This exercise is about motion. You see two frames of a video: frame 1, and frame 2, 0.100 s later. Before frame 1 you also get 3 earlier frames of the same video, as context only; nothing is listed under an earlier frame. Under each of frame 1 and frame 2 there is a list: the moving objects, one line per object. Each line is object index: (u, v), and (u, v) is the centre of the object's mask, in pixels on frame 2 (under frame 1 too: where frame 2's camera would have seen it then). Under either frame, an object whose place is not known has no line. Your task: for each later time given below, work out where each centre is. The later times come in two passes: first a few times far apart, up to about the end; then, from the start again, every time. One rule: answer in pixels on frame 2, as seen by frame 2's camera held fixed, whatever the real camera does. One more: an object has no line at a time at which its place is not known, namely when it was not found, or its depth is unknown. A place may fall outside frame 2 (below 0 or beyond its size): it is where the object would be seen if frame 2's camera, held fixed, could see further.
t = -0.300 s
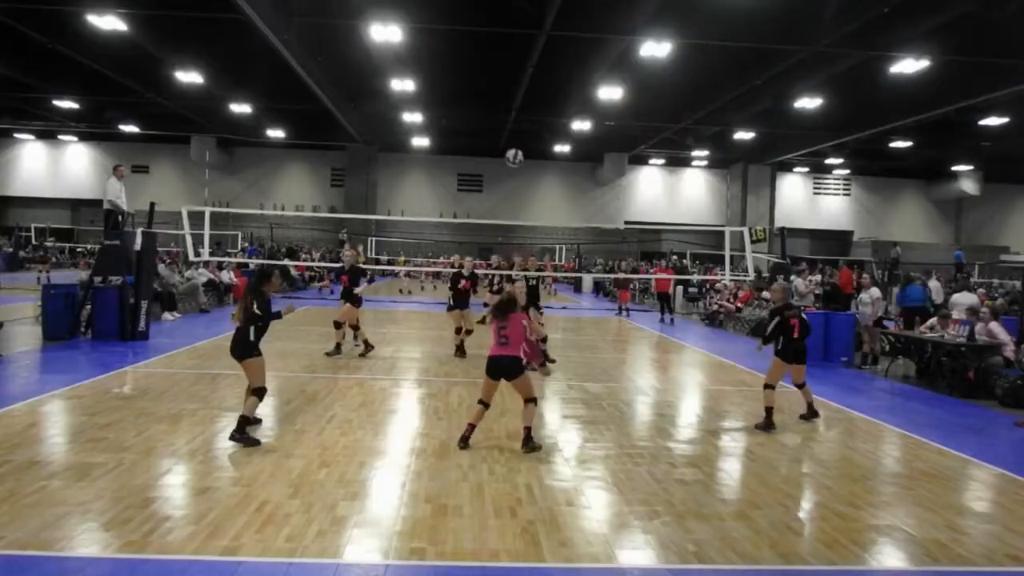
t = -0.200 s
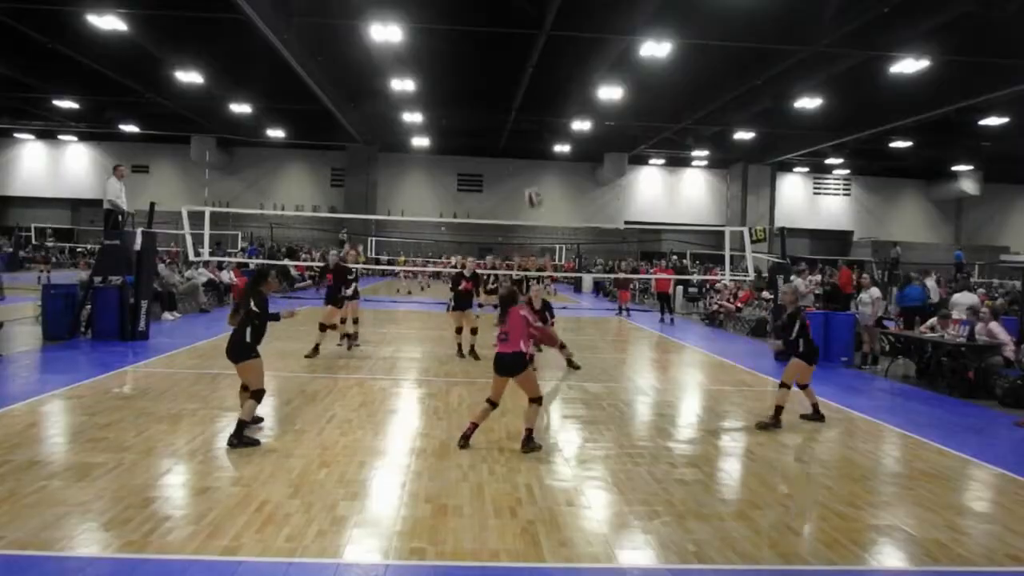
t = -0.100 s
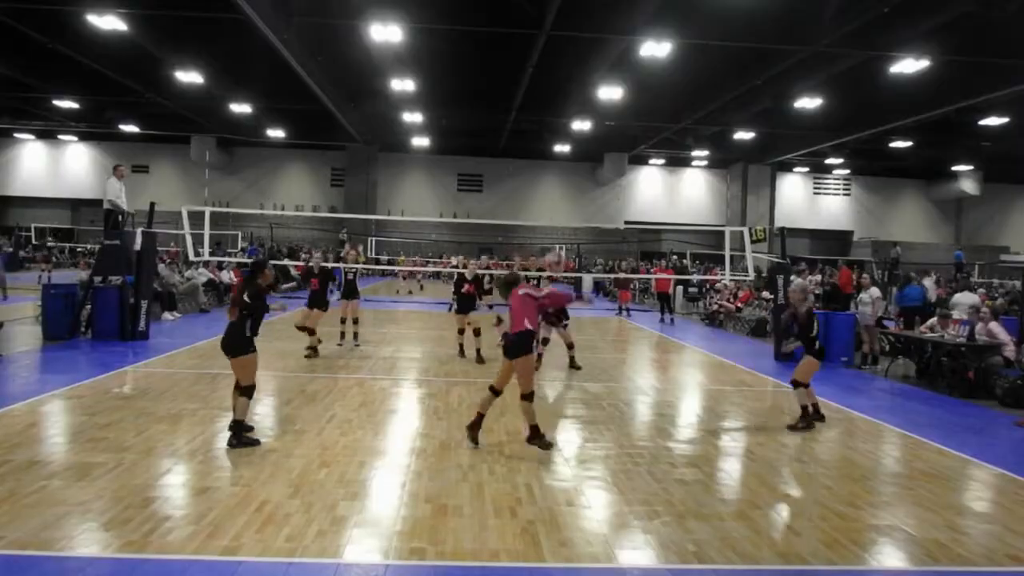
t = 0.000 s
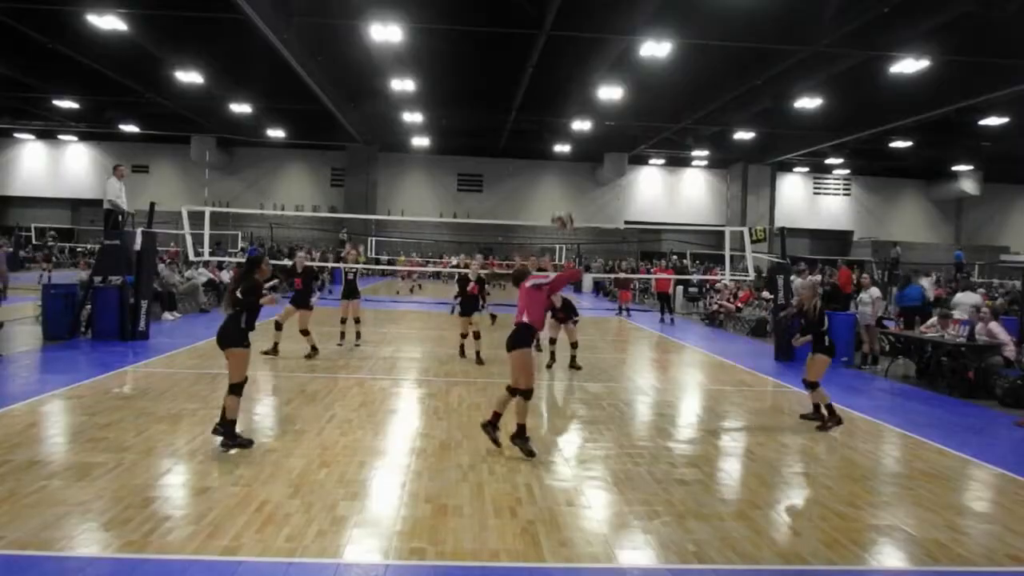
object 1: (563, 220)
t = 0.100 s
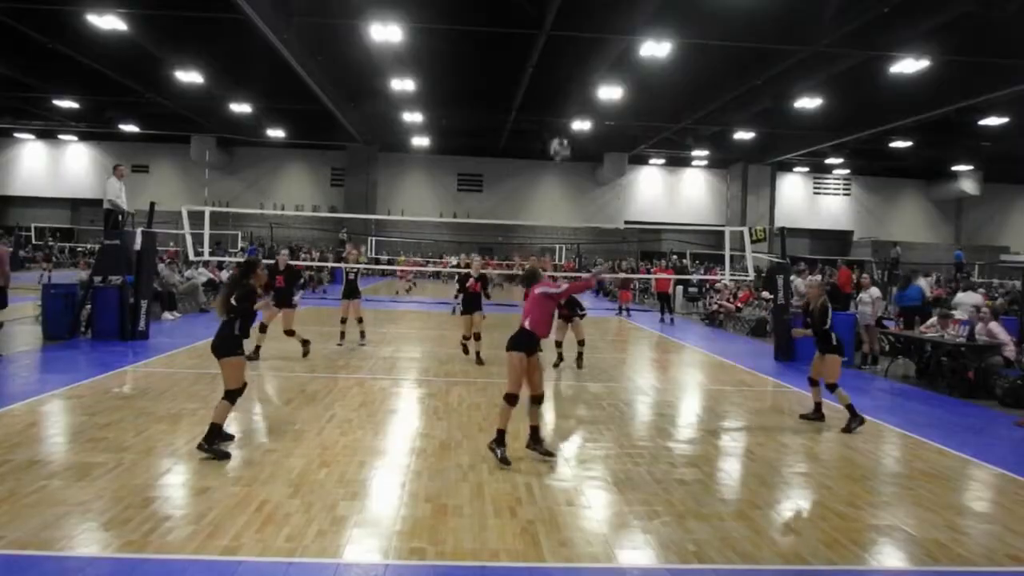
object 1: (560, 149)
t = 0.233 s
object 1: (554, 80)
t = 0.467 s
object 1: (543, 17)
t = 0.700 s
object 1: (534, 10)
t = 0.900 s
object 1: (525, 37)
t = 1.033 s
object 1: (520, 69)
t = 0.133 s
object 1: (559, 129)
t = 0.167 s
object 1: (557, 111)
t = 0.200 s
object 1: (555, 94)
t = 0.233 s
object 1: (554, 80)
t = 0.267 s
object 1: (552, 67)
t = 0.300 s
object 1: (551, 55)
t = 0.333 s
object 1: (549, 45)
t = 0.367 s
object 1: (548, 36)
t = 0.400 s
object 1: (546, 28)
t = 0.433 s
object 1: (545, 22)
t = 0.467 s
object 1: (543, 17)
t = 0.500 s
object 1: (542, 13)
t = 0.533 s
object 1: (540, 10)
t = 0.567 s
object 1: (539, 9)
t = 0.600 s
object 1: (538, 8)
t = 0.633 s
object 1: (536, 8)
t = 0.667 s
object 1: (535, 9)
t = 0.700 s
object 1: (534, 10)
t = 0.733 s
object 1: (532, 12)
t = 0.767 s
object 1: (531, 16)
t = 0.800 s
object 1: (529, 20)
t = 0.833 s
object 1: (528, 25)
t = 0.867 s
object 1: (527, 30)
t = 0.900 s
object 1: (525, 37)
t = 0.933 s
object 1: (524, 44)
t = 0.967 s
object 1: (523, 52)
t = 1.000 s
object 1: (521, 60)
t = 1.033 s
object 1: (520, 69)
